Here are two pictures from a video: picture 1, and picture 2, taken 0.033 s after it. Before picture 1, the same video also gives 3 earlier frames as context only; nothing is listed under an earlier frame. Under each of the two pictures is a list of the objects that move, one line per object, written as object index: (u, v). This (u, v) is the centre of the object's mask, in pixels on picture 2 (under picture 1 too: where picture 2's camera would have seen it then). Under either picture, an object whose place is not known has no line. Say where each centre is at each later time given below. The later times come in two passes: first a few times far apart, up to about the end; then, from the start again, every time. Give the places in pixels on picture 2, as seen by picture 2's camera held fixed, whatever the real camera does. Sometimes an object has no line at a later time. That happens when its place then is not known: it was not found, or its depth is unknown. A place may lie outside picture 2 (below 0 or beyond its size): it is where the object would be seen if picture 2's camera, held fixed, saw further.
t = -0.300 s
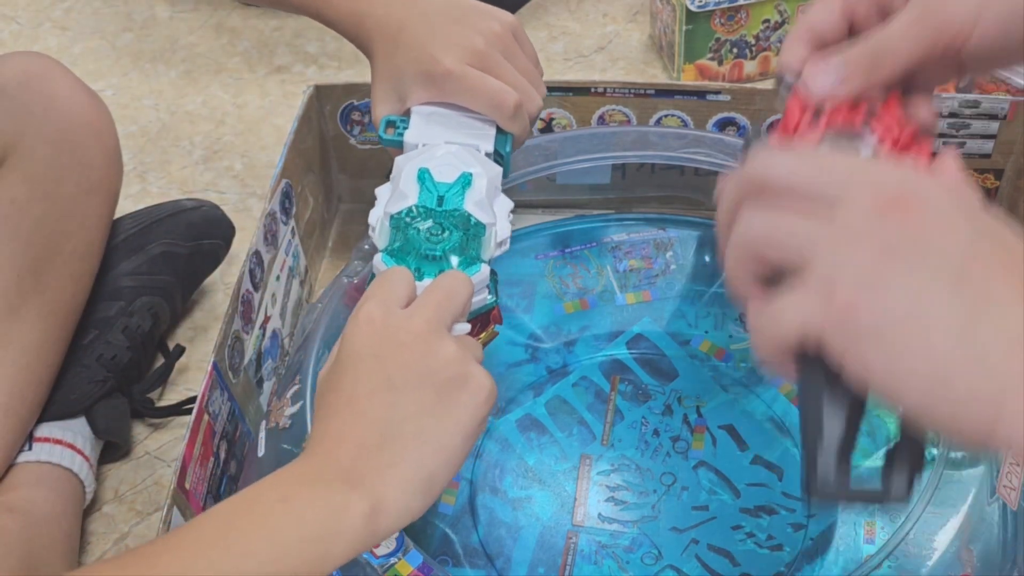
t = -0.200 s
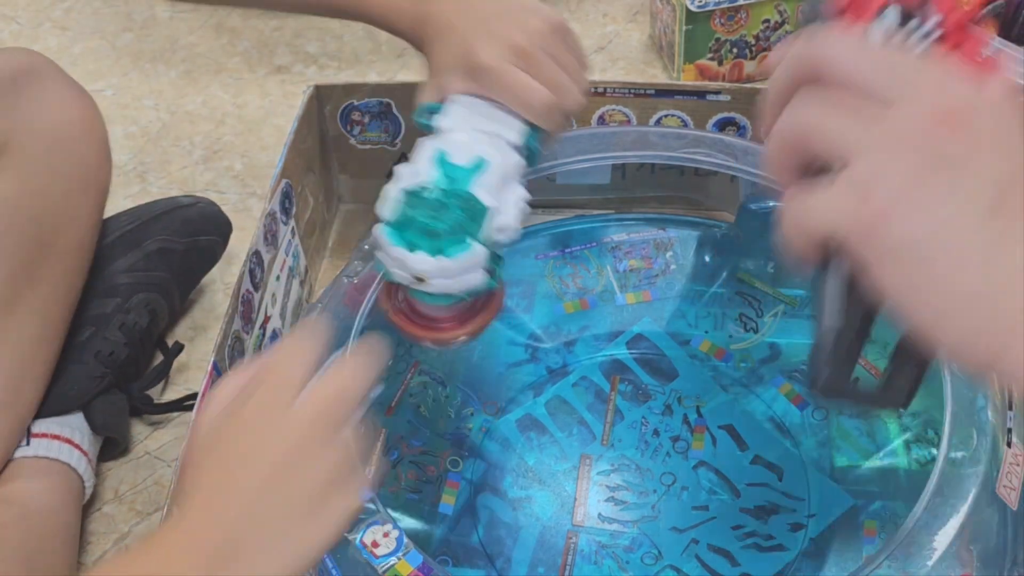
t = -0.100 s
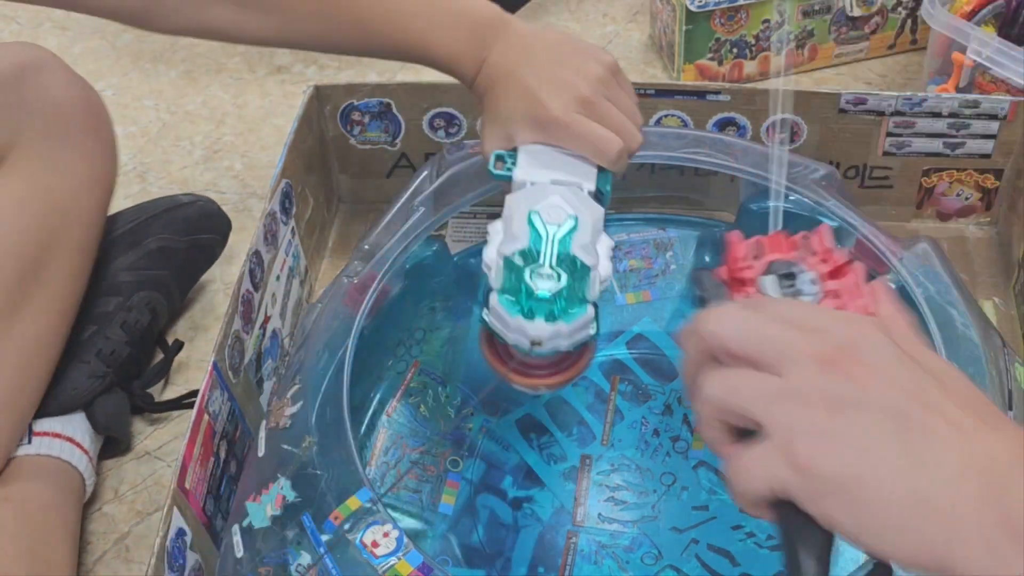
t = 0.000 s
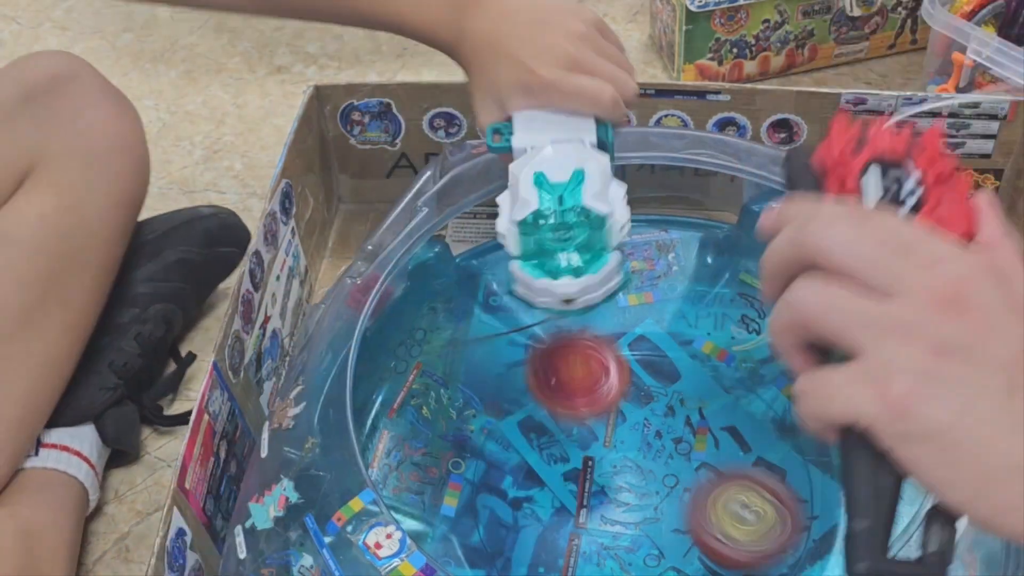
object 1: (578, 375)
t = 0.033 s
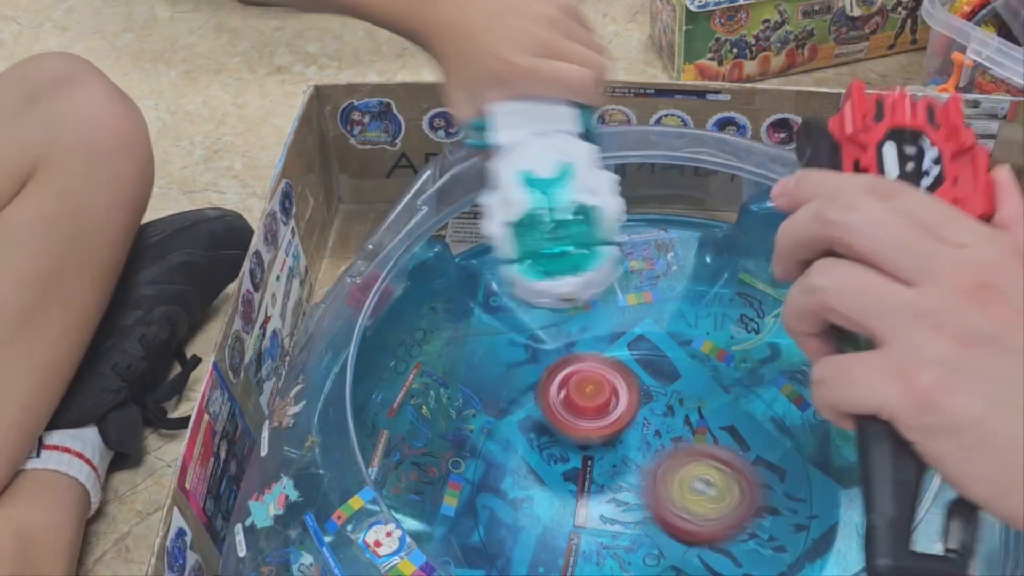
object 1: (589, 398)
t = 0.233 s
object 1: (653, 377)
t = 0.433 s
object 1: (617, 373)
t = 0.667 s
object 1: (581, 445)
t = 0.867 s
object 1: (662, 492)
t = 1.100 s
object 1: (749, 431)
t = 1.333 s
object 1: (669, 372)
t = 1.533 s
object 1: (599, 437)
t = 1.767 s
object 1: (674, 531)
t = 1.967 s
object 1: (769, 503)
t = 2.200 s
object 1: (757, 428)
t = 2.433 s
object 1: (663, 436)
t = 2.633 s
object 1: (640, 510)
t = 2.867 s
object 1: (729, 542)
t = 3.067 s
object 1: (744, 503)
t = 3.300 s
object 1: (678, 481)
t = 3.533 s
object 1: (632, 522)
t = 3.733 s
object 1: (639, 542)
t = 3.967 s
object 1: (654, 539)
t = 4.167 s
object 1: (665, 541)
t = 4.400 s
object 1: (658, 524)
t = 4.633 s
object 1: (627, 518)
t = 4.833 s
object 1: (599, 525)
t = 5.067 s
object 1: (601, 525)
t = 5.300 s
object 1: (605, 512)
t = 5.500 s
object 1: (608, 504)
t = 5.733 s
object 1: (598, 507)
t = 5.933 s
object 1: (592, 514)
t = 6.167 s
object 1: (611, 517)
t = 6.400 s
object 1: (622, 536)
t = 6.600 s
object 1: (636, 525)
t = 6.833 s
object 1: (610, 506)
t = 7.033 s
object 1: (599, 507)
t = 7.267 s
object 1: (592, 517)
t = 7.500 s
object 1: (600, 512)
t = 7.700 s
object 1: (599, 509)
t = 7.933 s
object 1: (579, 506)
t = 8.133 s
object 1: (597, 493)
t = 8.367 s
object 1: (541, 512)
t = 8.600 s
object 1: (574, 516)
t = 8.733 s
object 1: (562, 485)
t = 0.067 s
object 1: (600, 392)
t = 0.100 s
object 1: (613, 396)
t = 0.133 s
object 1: (628, 398)
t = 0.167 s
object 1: (639, 389)
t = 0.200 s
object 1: (648, 383)
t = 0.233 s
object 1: (653, 377)
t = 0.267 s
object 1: (655, 374)
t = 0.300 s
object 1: (652, 371)
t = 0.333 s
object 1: (647, 370)
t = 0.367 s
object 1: (639, 369)
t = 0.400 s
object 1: (628, 370)
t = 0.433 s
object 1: (617, 373)
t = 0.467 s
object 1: (605, 378)
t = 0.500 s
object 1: (593, 385)
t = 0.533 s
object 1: (585, 394)
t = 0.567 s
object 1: (579, 405)
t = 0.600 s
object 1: (576, 417)
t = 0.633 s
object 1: (577, 431)
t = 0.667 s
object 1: (581, 445)
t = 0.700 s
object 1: (589, 458)
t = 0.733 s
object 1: (601, 470)
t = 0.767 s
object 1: (616, 478)
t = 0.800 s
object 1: (630, 485)
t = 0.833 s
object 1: (645, 490)
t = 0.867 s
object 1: (662, 492)
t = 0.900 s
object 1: (680, 491)
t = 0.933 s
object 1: (697, 487)
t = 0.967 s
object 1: (714, 480)
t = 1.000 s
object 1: (728, 470)
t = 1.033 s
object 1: (740, 458)
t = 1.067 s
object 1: (746, 445)
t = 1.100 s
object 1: (749, 431)
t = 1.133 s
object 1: (747, 417)
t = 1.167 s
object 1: (741, 403)
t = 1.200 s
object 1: (731, 392)
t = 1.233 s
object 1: (717, 382)
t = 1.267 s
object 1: (703, 375)
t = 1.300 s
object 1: (687, 372)
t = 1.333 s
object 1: (669, 372)
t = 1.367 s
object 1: (652, 376)
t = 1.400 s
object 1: (636, 383)
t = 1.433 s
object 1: (623, 392)
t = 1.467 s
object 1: (611, 405)
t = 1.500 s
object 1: (603, 420)
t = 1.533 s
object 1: (599, 437)
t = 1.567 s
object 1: (598, 455)
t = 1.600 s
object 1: (603, 472)
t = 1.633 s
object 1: (611, 488)
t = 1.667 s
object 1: (623, 503)
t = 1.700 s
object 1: (638, 517)
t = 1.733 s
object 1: (655, 526)
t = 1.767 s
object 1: (674, 531)
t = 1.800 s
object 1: (693, 533)
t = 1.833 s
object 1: (712, 533)
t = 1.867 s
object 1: (730, 530)
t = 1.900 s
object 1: (745, 525)
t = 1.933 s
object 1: (759, 515)
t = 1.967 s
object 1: (769, 503)
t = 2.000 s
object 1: (776, 490)
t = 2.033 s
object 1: (779, 476)
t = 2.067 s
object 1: (779, 464)
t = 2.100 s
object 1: (776, 453)
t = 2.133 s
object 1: (774, 444)
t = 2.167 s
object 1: (768, 435)
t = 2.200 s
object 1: (757, 428)
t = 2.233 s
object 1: (742, 421)
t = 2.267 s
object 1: (727, 416)
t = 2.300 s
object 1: (717, 417)
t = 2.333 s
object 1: (704, 418)
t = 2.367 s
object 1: (690, 423)
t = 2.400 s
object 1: (676, 429)
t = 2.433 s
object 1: (663, 436)
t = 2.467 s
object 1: (652, 446)
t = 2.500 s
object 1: (643, 457)
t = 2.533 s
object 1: (638, 470)
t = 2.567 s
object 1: (635, 484)
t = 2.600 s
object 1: (634, 496)
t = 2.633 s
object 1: (640, 510)
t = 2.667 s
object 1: (652, 526)
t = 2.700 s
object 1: (664, 535)
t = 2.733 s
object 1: (677, 540)
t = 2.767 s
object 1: (690, 543)
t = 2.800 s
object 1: (704, 544)
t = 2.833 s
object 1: (717, 544)
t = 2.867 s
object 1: (729, 542)
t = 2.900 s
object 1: (738, 539)
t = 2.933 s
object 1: (745, 534)
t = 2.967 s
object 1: (749, 529)
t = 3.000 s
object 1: (751, 519)
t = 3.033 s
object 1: (749, 511)
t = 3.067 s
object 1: (744, 503)
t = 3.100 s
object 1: (738, 497)
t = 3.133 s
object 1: (731, 491)
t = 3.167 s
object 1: (722, 488)
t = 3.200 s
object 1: (711, 483)
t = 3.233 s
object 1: (700, 481)
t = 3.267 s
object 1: (690, 481)
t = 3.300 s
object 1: (678, 481)
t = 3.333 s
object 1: (667, 483)
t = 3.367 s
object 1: (662, 491)
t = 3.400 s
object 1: (655, 498)
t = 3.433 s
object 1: (649, 505)
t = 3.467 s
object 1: (642, 511)
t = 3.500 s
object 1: (636, 516)
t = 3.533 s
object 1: (632, 522)
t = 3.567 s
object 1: (630, 528)
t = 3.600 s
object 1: (630, 533)
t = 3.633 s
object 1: (632, 537)
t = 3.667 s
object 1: (635, 540)
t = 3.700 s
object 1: (639, 542)
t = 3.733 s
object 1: (639, 542)
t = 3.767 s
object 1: (641, 541)
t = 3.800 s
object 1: (643, 541)
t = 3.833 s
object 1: (645, 541)
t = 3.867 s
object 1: (648, 541)
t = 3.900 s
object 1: (650, 541)
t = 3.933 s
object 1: (652, 540)
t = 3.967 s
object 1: (654, 539)
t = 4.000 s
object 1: (655, 538)
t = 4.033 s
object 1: (657, 537)
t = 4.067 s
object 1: (658, 539)
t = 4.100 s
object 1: (660, 541)
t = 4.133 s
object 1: (663, 541)
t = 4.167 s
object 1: (665, 541)
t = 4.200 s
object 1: (667, 540)
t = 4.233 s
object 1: (669, 538)
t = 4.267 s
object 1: (668, 535)
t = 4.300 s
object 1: (667, 531)
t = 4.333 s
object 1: (665, 527)
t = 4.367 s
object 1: (662, 527)
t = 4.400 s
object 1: (658, 524)
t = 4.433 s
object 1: (654, 522)
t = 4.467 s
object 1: (650, 521)
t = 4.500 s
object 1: (645, 519)
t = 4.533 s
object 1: (640, 517)
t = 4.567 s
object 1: (635, 517)
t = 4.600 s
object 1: (631, 517)
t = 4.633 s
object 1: (627, 518)
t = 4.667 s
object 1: (622, 518)
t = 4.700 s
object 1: (614, 519)
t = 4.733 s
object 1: (607, 521)
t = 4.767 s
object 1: (603, 523)
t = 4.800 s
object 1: (601, 524)
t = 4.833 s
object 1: (599, 525)
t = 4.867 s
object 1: (599, 527)
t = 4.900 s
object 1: (599, 527)
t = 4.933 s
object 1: (599, 527)
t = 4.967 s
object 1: (599, 527)
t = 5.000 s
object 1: (599, 527)
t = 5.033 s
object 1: (600, 526)
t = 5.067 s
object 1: (601, 525)
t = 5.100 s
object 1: (602, 523)
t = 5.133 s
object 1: (604, 521)
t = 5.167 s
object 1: (604, 518)
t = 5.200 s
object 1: (604, 516)
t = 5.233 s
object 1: (604, 516)
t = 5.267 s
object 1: (604, 515)
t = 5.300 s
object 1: (605, 512)
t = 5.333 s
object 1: (607, 510)
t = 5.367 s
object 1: (610, 506)
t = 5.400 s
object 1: (611, 508)
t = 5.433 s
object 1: (611, 507)
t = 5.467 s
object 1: (610, 505)
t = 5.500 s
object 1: (608, 504)
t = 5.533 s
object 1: (605, 502)
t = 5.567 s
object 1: (603, 500)
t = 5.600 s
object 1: (602, 499)
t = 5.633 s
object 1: (597, 504)
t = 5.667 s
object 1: (593, 507)
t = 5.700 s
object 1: (594, 508)
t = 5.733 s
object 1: (598, 507)
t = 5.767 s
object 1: (601, 506)
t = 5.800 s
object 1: (604, 505)
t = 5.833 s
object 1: (604, 505)
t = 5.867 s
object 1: (595, 509)
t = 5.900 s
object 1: (592, 512)
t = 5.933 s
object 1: (592, 514)
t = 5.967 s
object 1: (595, 516)
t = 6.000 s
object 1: (598, 517)
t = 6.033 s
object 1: (602, 517)
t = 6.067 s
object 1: (606, 517)
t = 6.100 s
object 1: (606, 519)
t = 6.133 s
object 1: (609, 518)
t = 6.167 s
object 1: (611, 517)
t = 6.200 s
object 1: (604, 526)
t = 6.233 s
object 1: (600, 531)
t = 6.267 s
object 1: (601, 535)
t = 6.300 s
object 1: (606, 537)
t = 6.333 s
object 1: (611, 537)
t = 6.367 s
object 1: (617, 537)
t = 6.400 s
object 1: (622, 536)
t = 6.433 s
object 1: (628, 533)
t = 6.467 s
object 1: (633, 528)
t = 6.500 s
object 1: (634, 529)
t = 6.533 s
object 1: (634, 531)
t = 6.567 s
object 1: (634, 529)
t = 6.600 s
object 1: (636, 525)
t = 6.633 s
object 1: (637, 520)
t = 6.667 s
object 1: (638, 515)
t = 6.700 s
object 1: (638, 510)
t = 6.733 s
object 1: (631, 510)
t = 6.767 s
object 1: (626, 508)
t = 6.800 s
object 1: (619, 507)
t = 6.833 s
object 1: (610, 506)
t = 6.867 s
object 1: (602, 508)
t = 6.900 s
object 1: (597, 508)
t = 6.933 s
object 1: (597, 507)
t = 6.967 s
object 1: (598, 506)
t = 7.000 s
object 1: (600, 506)
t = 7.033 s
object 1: (599, 507)
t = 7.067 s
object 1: (598, 508)
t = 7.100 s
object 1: (600, 508)
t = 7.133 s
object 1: (596, 510)
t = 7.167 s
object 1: (591, 513)
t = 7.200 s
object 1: (590, 514)
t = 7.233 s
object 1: (590, 515)
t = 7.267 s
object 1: (592, 517)
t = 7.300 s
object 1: (593, 517)
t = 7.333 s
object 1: (595, 517)
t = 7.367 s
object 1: (597, 516)
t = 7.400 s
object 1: (600, 515)
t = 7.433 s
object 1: (602, 513)
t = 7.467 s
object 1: (600, 513)
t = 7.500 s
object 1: (600, 512)
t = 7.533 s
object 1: (602, 510)
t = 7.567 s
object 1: (599, 512)
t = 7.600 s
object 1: (597, 513)
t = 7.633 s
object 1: (596, 512)
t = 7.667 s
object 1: (597, 511)
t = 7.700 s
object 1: (599, 509)
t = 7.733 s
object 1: (603, 506)
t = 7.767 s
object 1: (605, 503)
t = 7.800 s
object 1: (606, 500)
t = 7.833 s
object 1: (601, 500)
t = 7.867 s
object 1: (589, 504)
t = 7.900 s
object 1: (581, 506)
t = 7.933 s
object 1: (579, 506)
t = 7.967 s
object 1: (582, 505)
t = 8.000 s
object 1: (588, 503)
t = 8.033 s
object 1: (591, 500)
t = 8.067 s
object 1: (594, 498)
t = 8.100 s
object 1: (596, 496)
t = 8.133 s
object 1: (597, 493)
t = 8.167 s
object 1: (584, 495)
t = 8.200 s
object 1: (563, 497)
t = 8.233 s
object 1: (550, 500)
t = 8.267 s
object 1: (543, 502)
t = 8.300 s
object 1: (540, 505)
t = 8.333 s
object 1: (540, 508)
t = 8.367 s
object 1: (541, 512)
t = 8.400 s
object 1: (544, 514)
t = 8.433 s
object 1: (547, 516)
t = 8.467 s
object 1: (552, 518)
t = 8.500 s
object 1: (556, 518)
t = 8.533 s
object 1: (562, 518)
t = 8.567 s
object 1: (568, 518)
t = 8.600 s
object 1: (574, 516)
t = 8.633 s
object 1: (580, 512)
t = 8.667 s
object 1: (586, 509)
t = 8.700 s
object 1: (593, 505)
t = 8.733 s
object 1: (562, 485)
